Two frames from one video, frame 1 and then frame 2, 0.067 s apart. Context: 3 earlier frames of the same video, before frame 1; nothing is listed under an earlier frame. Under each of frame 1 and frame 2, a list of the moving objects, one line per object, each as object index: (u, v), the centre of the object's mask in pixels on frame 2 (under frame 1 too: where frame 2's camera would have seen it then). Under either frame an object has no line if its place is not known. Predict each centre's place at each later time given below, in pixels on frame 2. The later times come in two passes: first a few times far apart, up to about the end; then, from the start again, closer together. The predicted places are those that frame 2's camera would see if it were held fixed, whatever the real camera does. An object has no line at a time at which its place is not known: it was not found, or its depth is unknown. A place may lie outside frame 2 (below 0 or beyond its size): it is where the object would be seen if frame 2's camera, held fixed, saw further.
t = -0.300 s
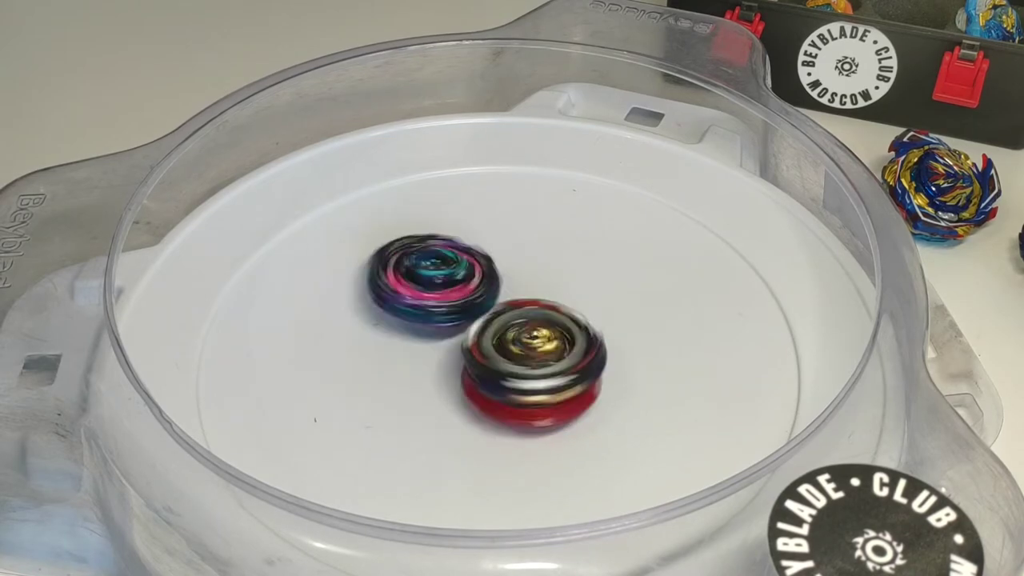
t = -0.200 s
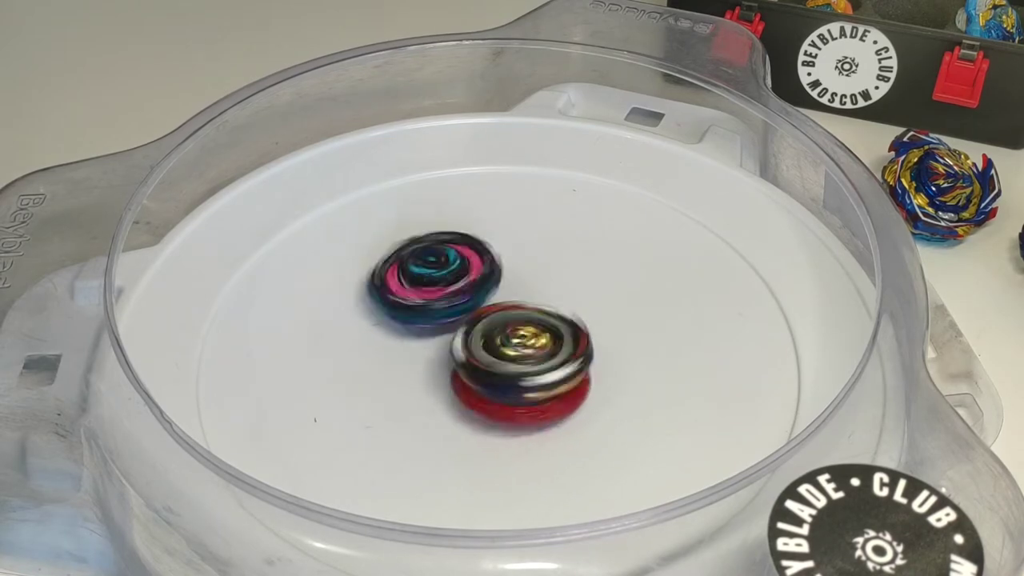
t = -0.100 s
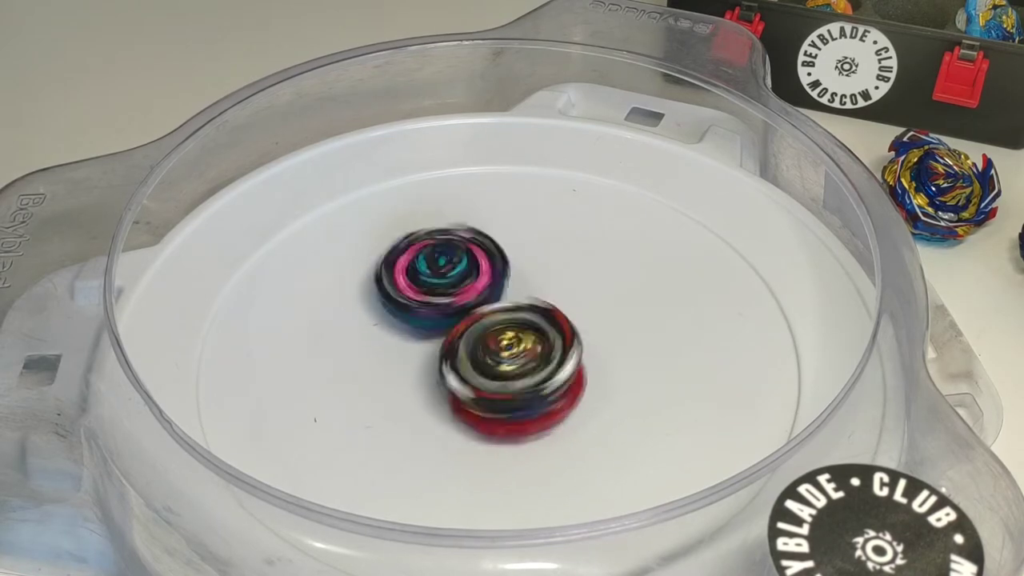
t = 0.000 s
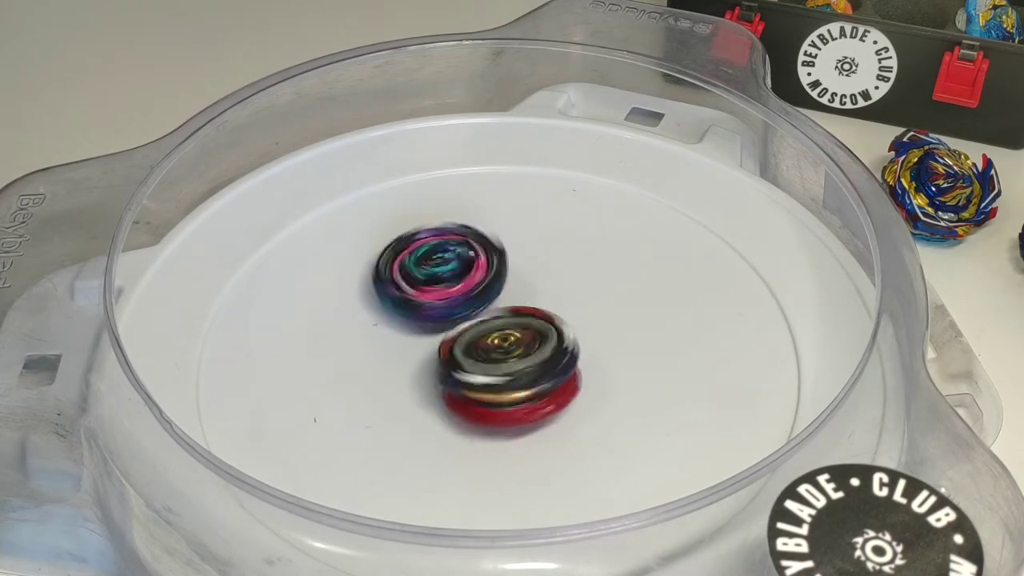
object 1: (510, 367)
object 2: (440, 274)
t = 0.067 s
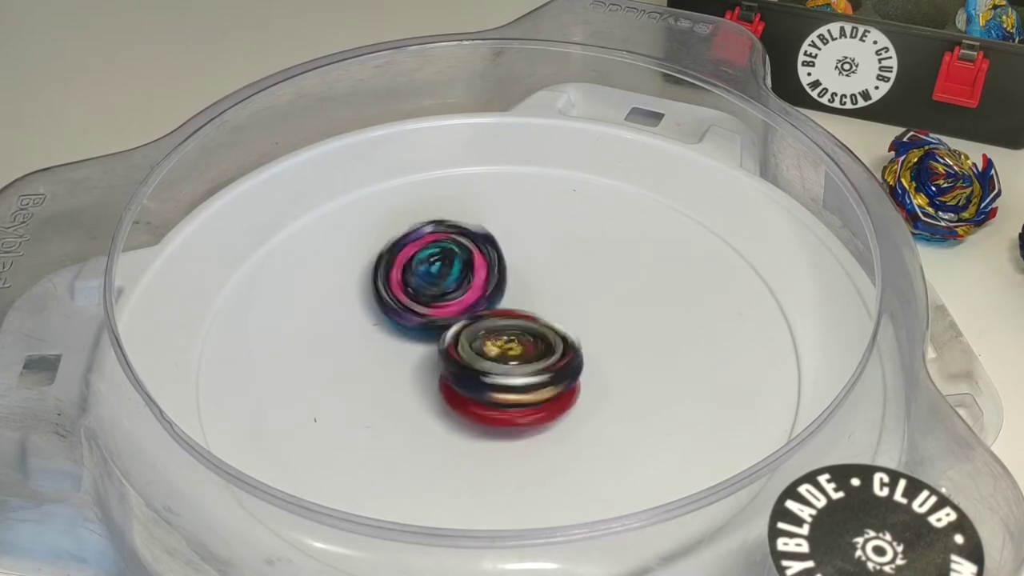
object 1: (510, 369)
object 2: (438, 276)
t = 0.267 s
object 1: (501, 367)
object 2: (445, 272)
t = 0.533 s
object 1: (501, 384)
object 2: (456, 274)
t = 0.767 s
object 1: (505, 372)
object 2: (470, 274)
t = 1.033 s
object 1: (519, 381)
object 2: (491, 266)
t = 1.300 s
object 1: (516, 380)
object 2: (497, 274)
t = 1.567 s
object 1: (490, 400)
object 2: (514, 259)
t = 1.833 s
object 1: (462, 379)
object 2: (531, 288)
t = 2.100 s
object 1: (455, 386)
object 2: (541, 305)
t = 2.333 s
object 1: (462, 396)
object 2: (544, 296)
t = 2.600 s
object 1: (513, 398)
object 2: (530, 289)
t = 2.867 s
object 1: (534, 401)
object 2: (510, 290)
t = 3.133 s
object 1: (537, 384)
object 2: (492, 294)
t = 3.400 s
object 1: (536, 383)
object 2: (489, 295)
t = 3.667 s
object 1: (536, 383)
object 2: (488, 295)
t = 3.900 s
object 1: (536, 383)
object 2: (488, 295)
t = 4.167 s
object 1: (536, 383)
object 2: (488, 295)
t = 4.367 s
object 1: (536, 383)
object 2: (488, 295)
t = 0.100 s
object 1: (509, 369)
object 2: (442, 274)
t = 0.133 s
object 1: (508, 372)
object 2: (446, 274)
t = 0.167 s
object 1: (504, 371)
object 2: (448, 271)
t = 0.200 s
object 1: (502, 368)
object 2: (449, 270)
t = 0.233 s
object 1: (501, 368)
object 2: (447, 270)
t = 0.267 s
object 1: (501, 367)
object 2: (445, 272)
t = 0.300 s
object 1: (502, 370)
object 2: (443, 272)
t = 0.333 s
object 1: (501, 376)
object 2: (443, 272)
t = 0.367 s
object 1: (497, 378)
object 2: (442, 273)
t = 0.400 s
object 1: (496, 379)
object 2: (447, 275)
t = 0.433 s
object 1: (500, 377)
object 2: (452, 275)
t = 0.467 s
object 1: (505, 379)
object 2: (457, 274)
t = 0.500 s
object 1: (506, 383)
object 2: (457, 273)
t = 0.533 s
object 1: (501, 384)
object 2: (456, 274)
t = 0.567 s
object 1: (498, 382)
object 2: (456, 275)
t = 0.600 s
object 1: (498, 378)
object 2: (460, 276)
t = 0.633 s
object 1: (502, 377)
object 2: (465, 276)
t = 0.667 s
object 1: (508, 376)
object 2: (466, 276)
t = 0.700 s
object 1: (510, 376)
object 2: (465, 275)
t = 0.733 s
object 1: (508, 374)
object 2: (466, 275)
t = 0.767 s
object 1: (505, 372)
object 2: (470, 274)
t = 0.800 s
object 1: (505, 374)
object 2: (473, 272)
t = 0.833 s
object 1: (502, 377)
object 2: (474, 269)
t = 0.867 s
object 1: (504, 377)
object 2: (480, 269)
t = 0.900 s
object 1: (510, 377)
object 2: (484, 268)
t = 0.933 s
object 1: (517, 375)
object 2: (485, 268)
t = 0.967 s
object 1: (520, 378)
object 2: (486, 267)
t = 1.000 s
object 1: (521, 380)
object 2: (487, 268)
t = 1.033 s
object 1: (519, 381)
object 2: (491, 266)
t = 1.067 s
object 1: (517, 380)
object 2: (495, 267)
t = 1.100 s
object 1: (516, 376)
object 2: (501, 268)
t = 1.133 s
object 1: (518, 374)
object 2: (504, 271)
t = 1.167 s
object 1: (522, 374)
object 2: (504, 271)
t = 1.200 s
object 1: (523, 377)
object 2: (499, 271)
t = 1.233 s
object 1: (522, 380)
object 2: (496, 273)
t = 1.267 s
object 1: (519, 381)
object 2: (492, 275)
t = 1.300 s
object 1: (516, 380)
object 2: (497, 274)
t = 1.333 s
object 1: (515, 380)
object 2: (500, 274)
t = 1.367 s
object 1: (512, 378)
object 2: (505, 276)
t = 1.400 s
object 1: (511, 388)
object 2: (509, 271)
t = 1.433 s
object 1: (509, 394)
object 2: (507, 261)
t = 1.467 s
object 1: (503, 397)
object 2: (504, 257)
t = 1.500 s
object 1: (499, 399)
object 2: (502, 256)
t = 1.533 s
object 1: (496, 400)
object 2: (507, 258)
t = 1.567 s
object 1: (490, 400)
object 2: (514, 259)
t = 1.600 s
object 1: (483, 399)
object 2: (519, 261)
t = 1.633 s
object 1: (479, 395)
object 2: (522, 262)
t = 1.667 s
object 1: (477, 392)
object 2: (519, 267)
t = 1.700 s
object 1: (476, 388)
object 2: (515, 272)
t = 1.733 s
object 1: (476, 380)
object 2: (517, 277)
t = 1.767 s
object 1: (473, 378)
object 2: (524, 280)
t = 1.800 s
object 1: (467, 378)
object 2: (530, 282)
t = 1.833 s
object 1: (462, 379)
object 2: (531, 288)
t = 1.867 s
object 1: (457, 378)
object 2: (528, 290)
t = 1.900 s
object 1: (455, 380)
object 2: (526, 293)
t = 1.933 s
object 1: (450, 382)
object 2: (524, 293)
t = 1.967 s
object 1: (448, 384)
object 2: (527, 293)
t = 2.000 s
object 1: (451, 383)
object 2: (531, 293)
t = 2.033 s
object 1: (453, 385)
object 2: (533, 297)
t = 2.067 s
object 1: (453, 385)
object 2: (536, 302)
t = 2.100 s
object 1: (455, 386)
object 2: (541, 305)
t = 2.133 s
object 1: (450, 389)
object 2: (545, 303)
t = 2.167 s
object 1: (447, 392)
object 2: (549, 300)
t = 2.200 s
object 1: (446, 394)
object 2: (551, 298)
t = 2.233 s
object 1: (449, 397)
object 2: (549, 297)
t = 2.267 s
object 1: (454, 397)
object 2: (547, 298)
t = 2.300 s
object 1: (457, 397)
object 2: (545, 297)
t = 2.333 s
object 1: (462, 396)
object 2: (544, 296)
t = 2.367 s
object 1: (469, 397)
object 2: (542, 293)
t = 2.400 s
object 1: (475, 397)
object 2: (541, 293)
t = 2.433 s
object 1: (481, 398)
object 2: (539, 293)
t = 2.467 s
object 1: (487, 399)
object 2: (538, 292)
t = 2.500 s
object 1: (494, 398)
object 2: (537, 291)
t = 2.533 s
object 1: (500, 398)
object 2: (534, 289)
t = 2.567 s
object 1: (507, 399)
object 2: (533, 288)
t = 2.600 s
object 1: (513, 398)
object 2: (530, 289)
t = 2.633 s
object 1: (518, 400)
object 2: (527, 291)
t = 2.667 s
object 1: (524, 401)
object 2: (524, 291)
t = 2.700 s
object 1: (530, 401)
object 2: (523, 292)
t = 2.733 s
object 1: (533, 402)
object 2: (520, 292)
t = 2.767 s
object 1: (536, 402)
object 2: (518, 291)
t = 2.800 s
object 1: (536, 401)
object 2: (513, 292)
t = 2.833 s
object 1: (536, 402)
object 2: (511, 292)
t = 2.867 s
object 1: (534, 401)
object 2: (510, 290)
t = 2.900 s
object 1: (532, 399)
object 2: (507, 293)
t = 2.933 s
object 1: (529, 395)
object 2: (505, 291)
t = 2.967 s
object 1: (528, 390)
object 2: (503, 292)
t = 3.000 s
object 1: (531, 386)
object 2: (502, 293)
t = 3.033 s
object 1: (534, 385)
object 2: (501, 294)
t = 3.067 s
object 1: (536, 384)
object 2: (498, 294)
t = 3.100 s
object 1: (537, 384)
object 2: (496, 294)
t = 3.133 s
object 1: (537, 384)
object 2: (492, 294)
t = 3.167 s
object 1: (536, 383)
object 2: (489, 295)
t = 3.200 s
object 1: (535, 383)
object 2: (486, 295)
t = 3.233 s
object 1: (535, 383)
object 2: (486, 295)
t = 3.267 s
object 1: (535, 384)
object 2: (487, 296)
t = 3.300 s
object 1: (535, 383)
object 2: (489, 295)
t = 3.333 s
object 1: (535, 383)
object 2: (490, 295)
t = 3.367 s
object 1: (536, 384)
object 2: (490, 295)
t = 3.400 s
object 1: (536, 383)
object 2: (489, 295)
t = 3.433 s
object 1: (536, 383)
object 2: (488, 296)
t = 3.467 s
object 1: (536, 383)
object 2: (488, 296)
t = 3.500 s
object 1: (535, 383)
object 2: (489, 295)
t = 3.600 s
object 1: (536, 383)
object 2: (488, 295)
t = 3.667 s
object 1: (536, 383)
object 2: (488, 295)
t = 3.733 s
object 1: (536, 383)
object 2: (488, 295)
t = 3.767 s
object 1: (536, 383)
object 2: (488, 295)
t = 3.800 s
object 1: (536, 383)
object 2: (488, 295)
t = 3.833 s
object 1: (536, 383)
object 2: (488, 295)
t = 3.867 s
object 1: (536, 383)
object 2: (488, 295)
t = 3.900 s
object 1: (536, 383)
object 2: (488, 295)
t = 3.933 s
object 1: (536, 383)
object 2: (488, 295)
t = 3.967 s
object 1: (536, 383)
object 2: (488, 295)
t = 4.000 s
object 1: (536, 383)
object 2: (488, 295)
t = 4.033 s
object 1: (536, 383)
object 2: (488, 295)
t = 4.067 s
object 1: (536, 383)
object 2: (488, 295)
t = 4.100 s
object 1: (536, 383)
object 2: (488, 295)
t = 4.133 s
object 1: (536, 383)
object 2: (488, 295)
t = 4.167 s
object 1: (536, 383)
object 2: (488, 295)
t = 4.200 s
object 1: (536, 383)
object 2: (488, 295)
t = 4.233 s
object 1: (536, 383)
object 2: (488, 295)
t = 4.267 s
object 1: (536, 383)
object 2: (488, 295)
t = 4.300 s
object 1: (536, 383)
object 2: (488, 295)
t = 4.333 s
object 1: (536, 383)
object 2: (488, 295)
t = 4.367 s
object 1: (536, 383)
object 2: (488, 295)
